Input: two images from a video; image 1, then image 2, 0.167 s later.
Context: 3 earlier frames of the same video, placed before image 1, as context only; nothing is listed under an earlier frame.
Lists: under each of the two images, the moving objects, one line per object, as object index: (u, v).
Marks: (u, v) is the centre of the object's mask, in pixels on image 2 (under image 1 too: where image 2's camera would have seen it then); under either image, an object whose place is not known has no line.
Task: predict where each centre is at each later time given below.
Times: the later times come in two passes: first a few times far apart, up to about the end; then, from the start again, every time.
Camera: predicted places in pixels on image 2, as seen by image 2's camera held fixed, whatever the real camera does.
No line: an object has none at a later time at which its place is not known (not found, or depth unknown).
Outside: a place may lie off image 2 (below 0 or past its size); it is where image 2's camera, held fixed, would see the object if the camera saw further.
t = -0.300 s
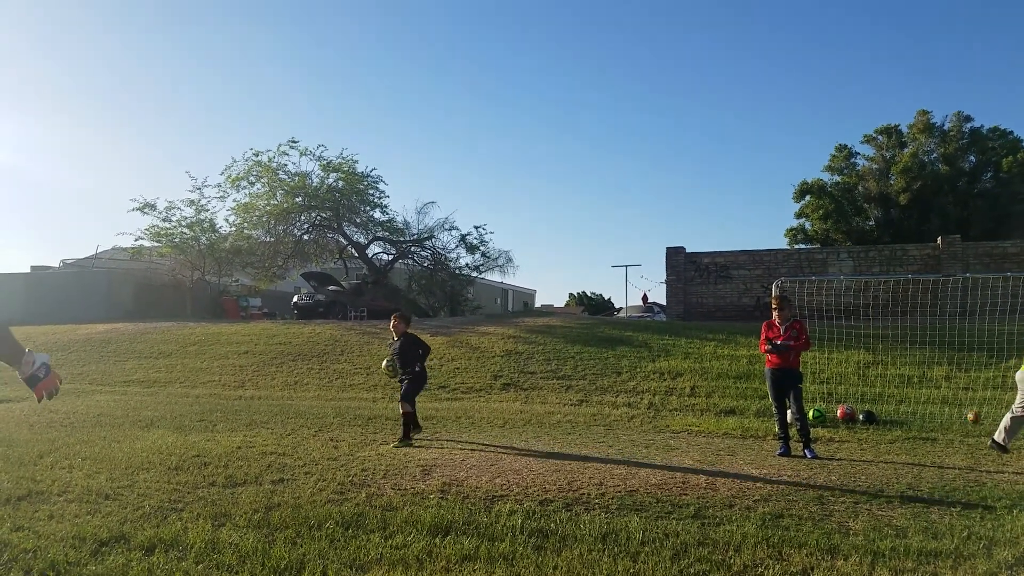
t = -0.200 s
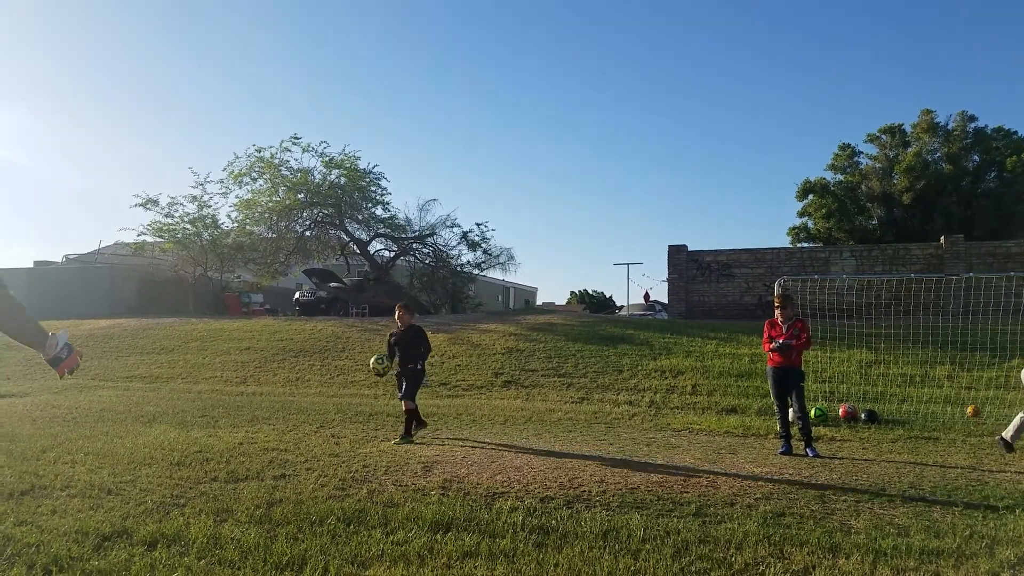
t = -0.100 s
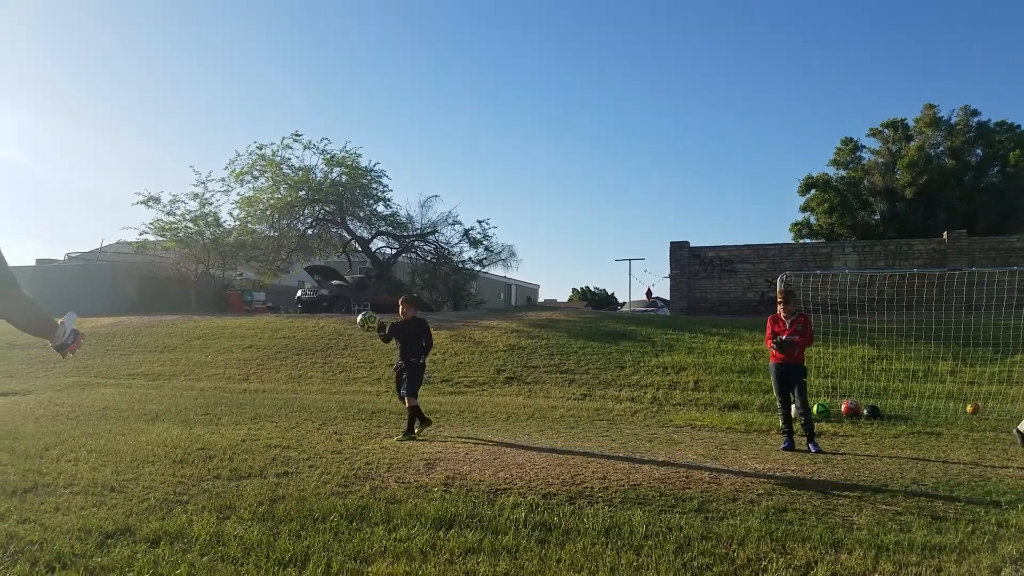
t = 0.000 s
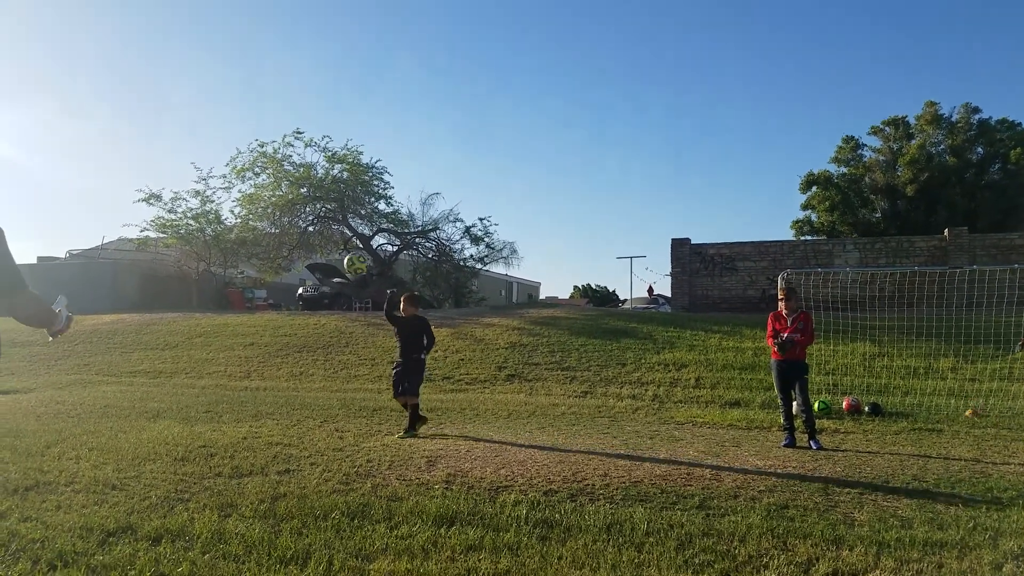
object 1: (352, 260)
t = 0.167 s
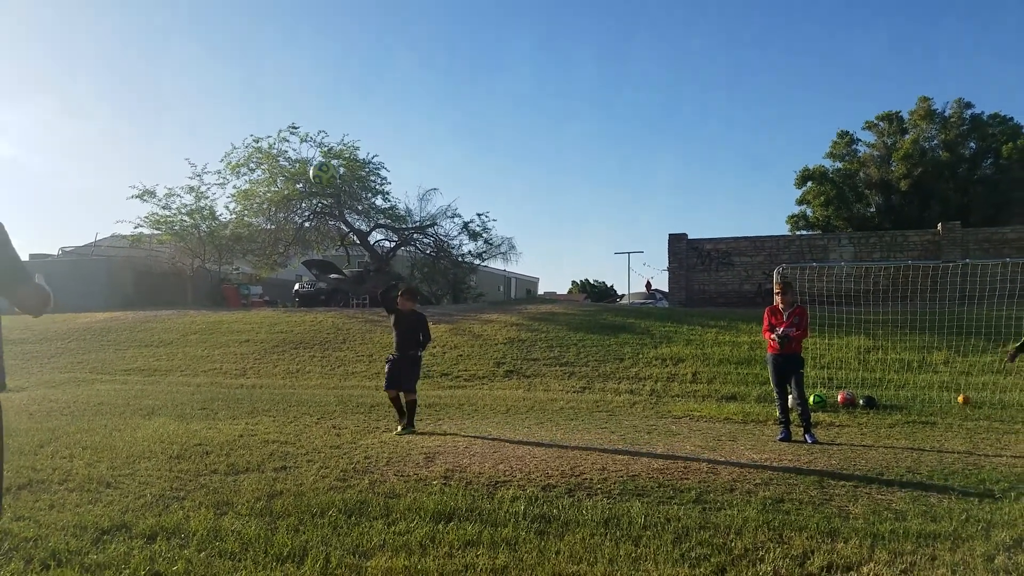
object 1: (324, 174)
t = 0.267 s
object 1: (303, 130)
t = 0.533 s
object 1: (223, 51)
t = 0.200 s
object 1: (318, 159)
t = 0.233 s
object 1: (310, 144)
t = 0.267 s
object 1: (303, 130)
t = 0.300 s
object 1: (295, 116)
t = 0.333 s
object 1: (285, 103)
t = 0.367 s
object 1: (276, 90)
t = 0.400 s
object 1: (267, 79)
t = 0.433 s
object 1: (257, 70)
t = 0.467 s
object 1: (246, 63)
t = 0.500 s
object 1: (236, 56)
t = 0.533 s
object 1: (223, 51)
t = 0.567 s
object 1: (211, 48)
